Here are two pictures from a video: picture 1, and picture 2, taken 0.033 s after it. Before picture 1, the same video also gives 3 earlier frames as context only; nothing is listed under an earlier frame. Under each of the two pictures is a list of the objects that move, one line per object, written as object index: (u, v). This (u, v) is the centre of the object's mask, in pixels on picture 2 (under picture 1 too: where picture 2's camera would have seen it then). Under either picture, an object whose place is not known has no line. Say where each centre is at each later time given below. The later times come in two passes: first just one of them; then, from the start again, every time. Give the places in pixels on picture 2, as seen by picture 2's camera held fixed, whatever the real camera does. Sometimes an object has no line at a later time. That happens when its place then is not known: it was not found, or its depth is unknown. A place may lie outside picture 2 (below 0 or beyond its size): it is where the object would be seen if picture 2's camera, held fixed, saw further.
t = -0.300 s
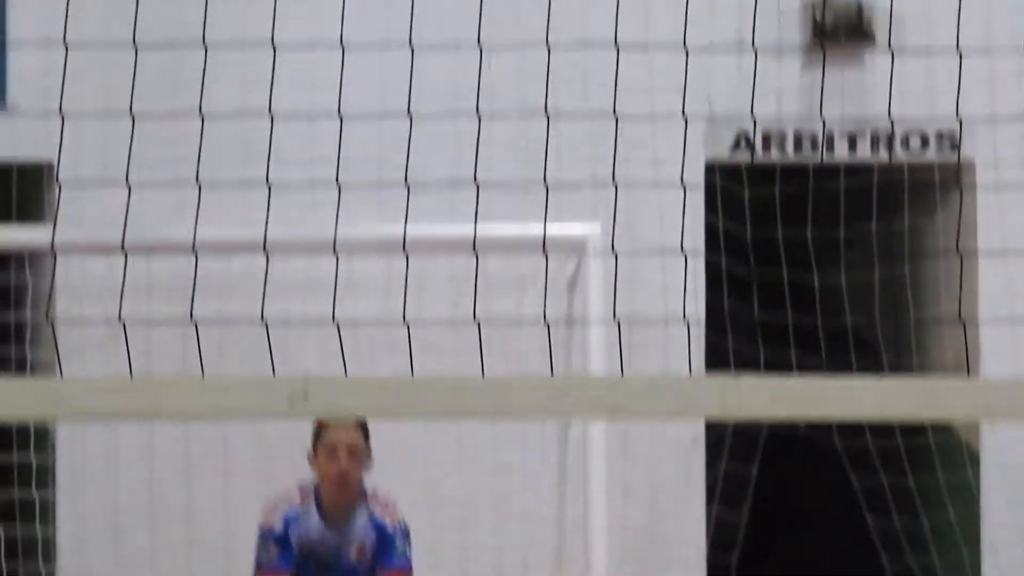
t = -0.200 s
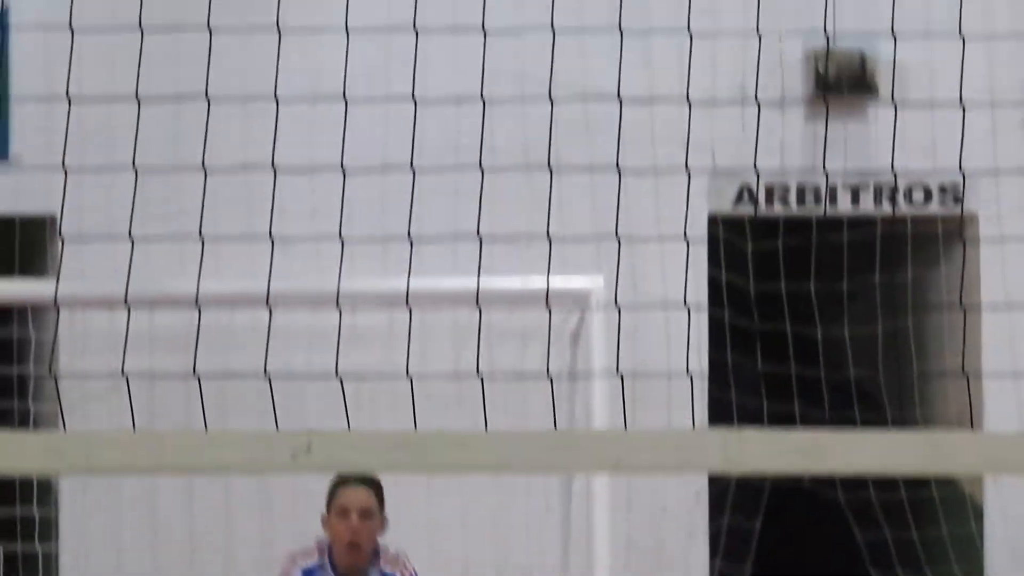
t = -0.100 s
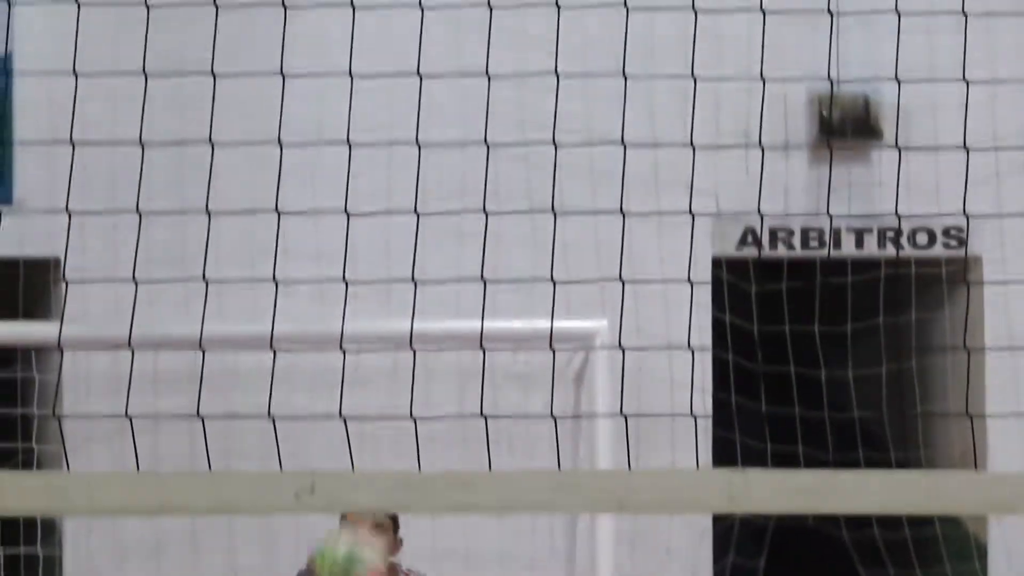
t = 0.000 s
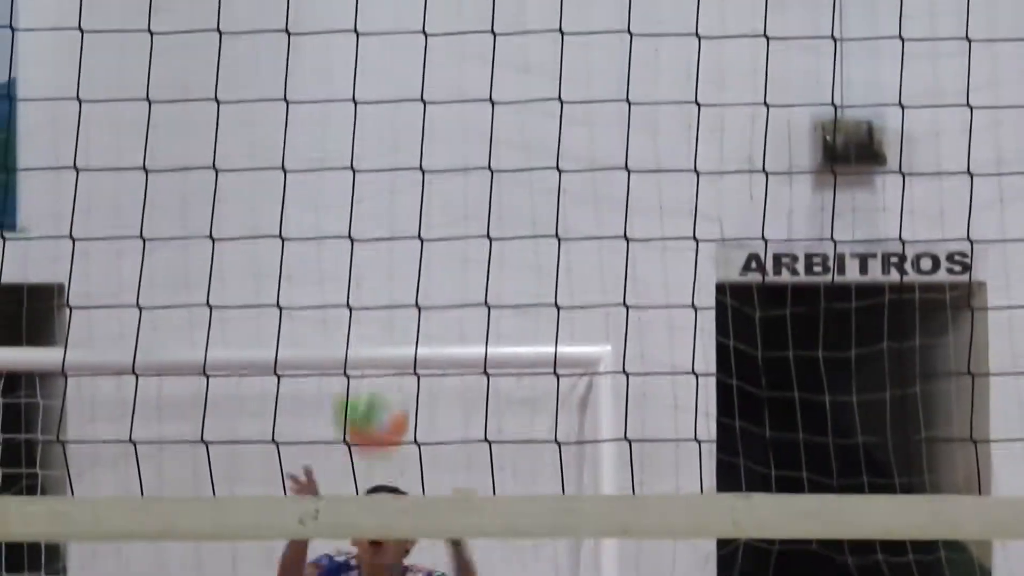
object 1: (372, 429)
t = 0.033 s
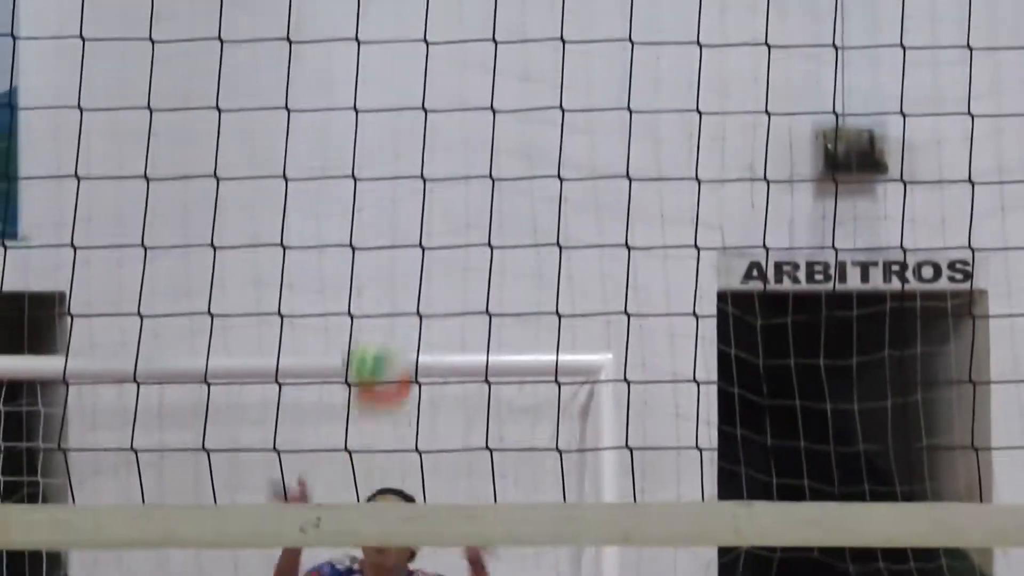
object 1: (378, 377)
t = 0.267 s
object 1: (419, 118)
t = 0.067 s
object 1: (383, 328)
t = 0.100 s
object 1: (389, 284)
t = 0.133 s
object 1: (394, 244)
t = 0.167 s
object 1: (402, 208)
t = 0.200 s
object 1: (410, 172)
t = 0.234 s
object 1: (415, 145)
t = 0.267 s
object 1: (419, 118)
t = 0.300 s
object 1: (428, 95)
